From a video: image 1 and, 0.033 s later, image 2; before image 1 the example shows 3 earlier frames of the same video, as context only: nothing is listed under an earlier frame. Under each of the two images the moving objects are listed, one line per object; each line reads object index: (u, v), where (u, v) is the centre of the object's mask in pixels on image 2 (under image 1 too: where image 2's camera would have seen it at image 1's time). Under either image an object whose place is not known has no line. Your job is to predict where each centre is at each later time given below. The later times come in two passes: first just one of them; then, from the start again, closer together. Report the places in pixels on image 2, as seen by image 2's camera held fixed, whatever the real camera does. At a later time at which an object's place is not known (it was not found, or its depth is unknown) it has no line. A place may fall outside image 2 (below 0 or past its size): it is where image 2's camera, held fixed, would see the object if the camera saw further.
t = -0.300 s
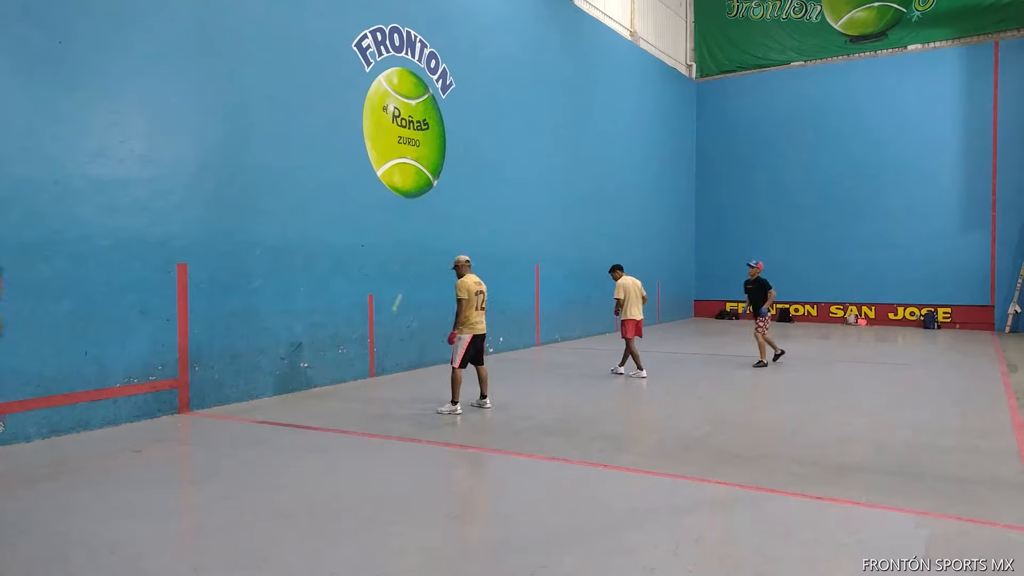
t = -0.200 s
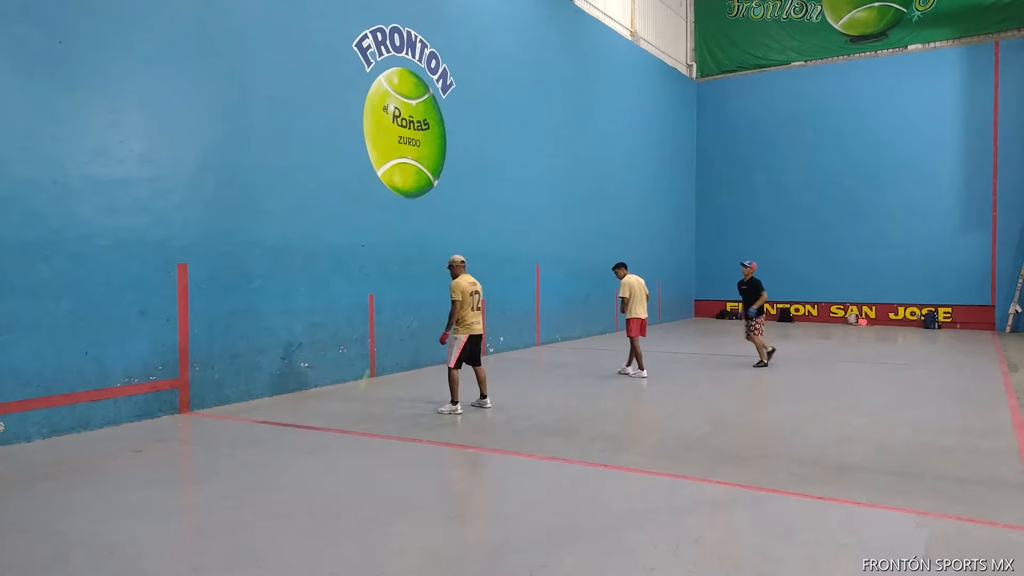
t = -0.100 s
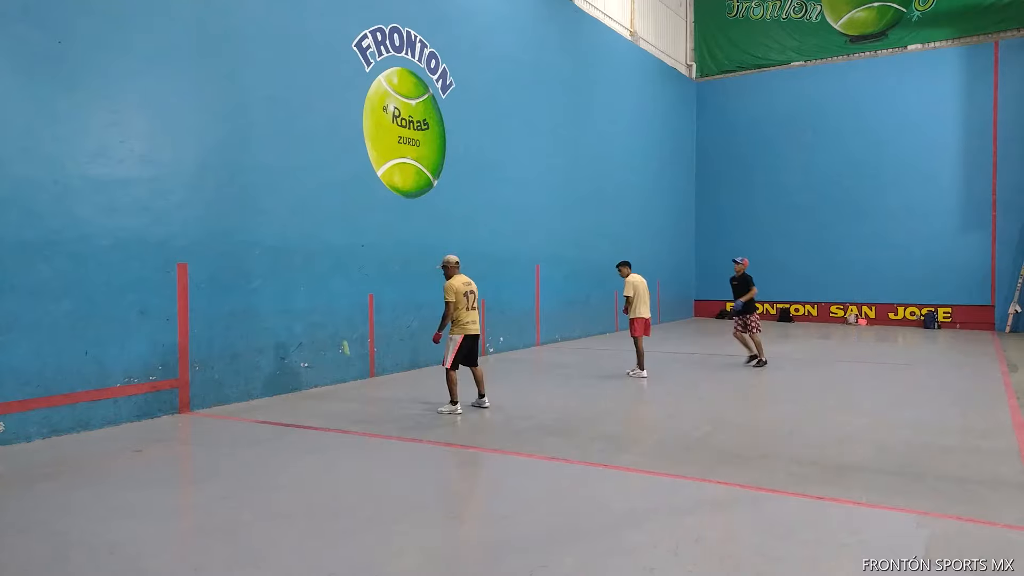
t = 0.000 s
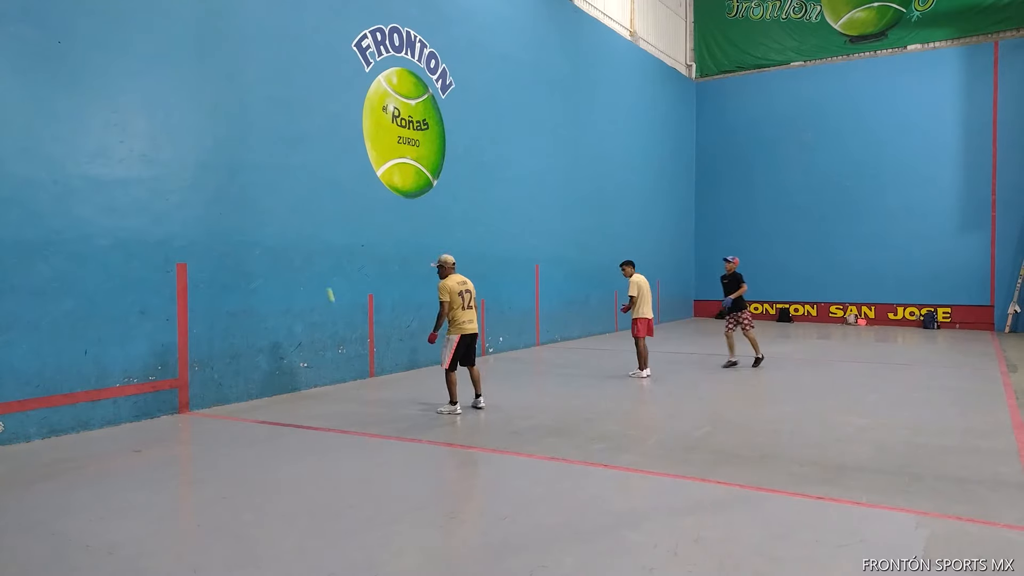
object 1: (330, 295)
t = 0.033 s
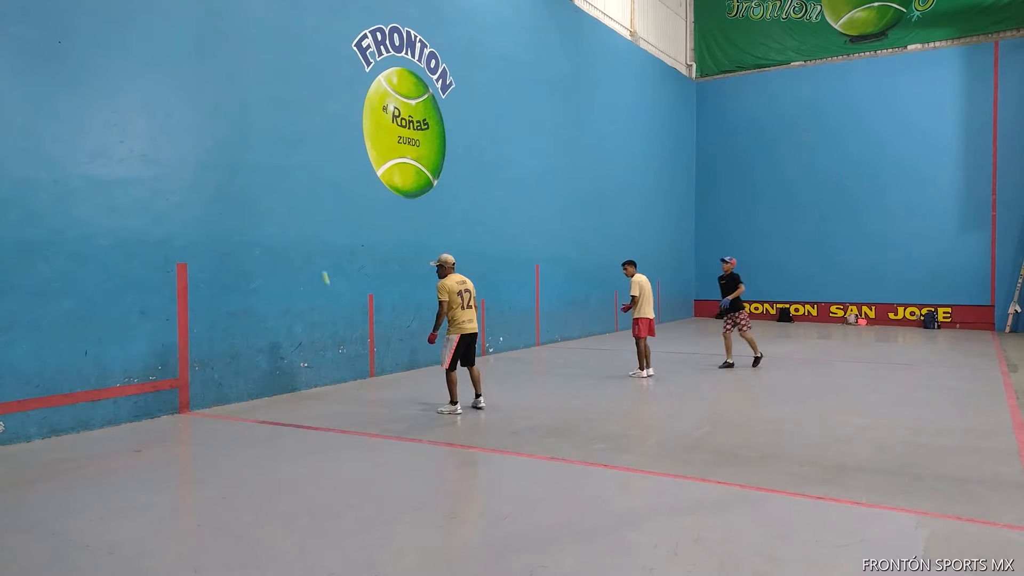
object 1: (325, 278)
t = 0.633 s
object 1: (206, 109)
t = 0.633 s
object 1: (206, 109)
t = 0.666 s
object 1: (198, 108)
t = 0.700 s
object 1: (189, 109)
